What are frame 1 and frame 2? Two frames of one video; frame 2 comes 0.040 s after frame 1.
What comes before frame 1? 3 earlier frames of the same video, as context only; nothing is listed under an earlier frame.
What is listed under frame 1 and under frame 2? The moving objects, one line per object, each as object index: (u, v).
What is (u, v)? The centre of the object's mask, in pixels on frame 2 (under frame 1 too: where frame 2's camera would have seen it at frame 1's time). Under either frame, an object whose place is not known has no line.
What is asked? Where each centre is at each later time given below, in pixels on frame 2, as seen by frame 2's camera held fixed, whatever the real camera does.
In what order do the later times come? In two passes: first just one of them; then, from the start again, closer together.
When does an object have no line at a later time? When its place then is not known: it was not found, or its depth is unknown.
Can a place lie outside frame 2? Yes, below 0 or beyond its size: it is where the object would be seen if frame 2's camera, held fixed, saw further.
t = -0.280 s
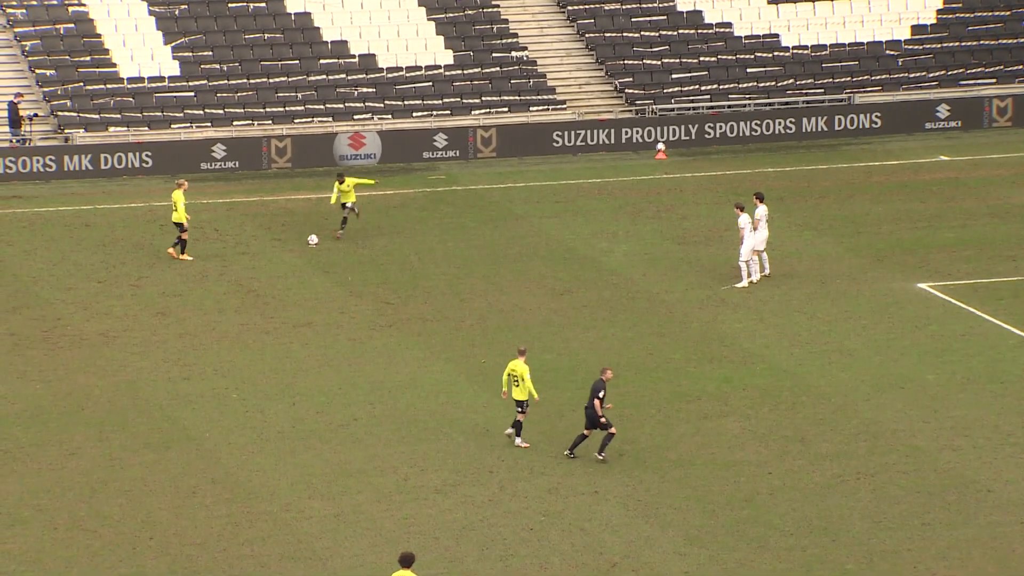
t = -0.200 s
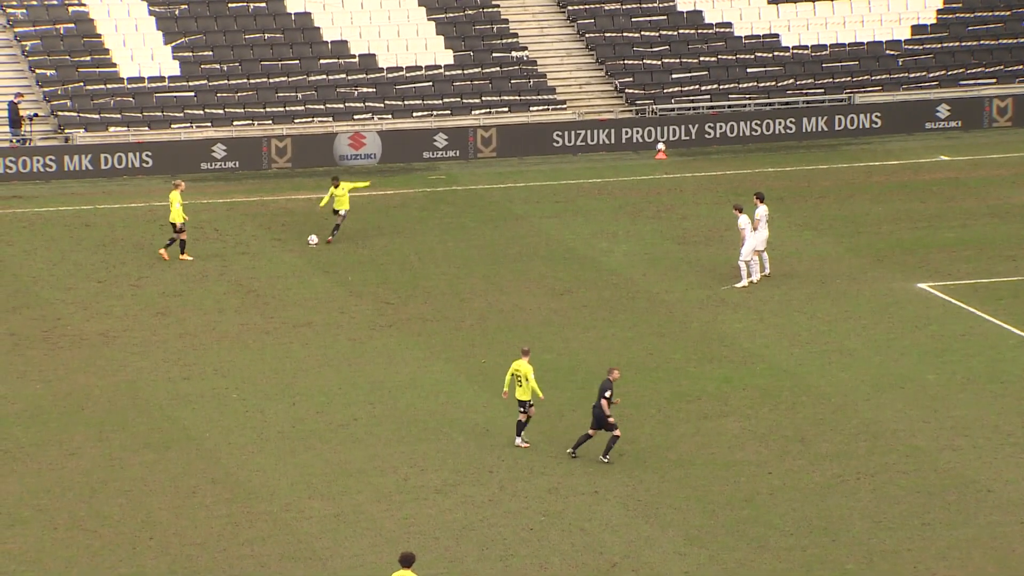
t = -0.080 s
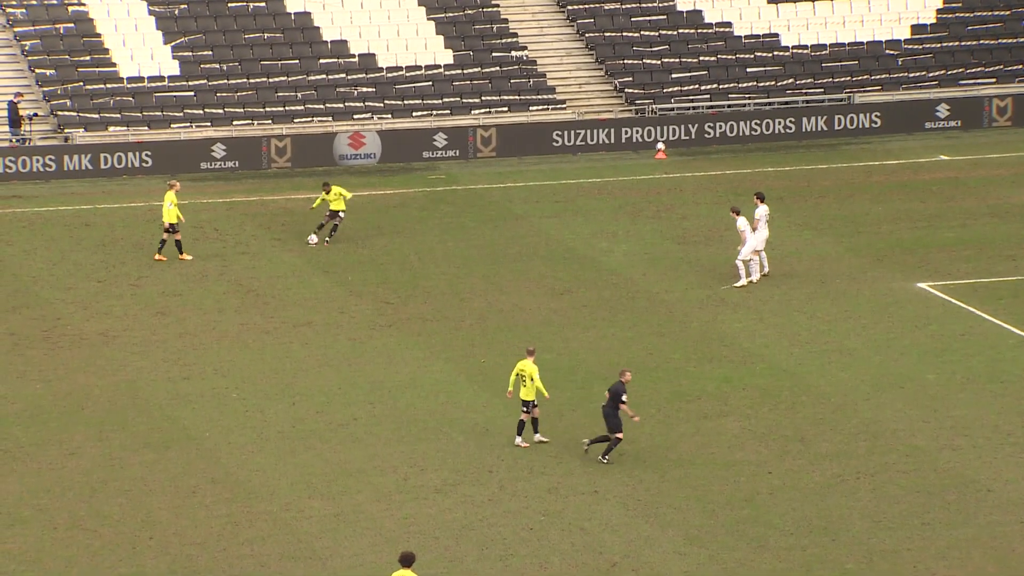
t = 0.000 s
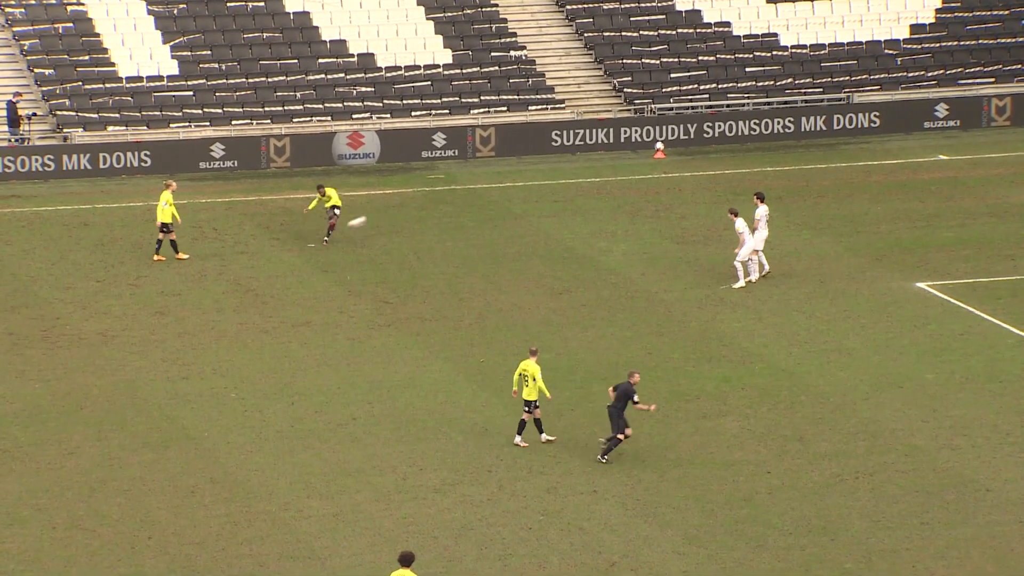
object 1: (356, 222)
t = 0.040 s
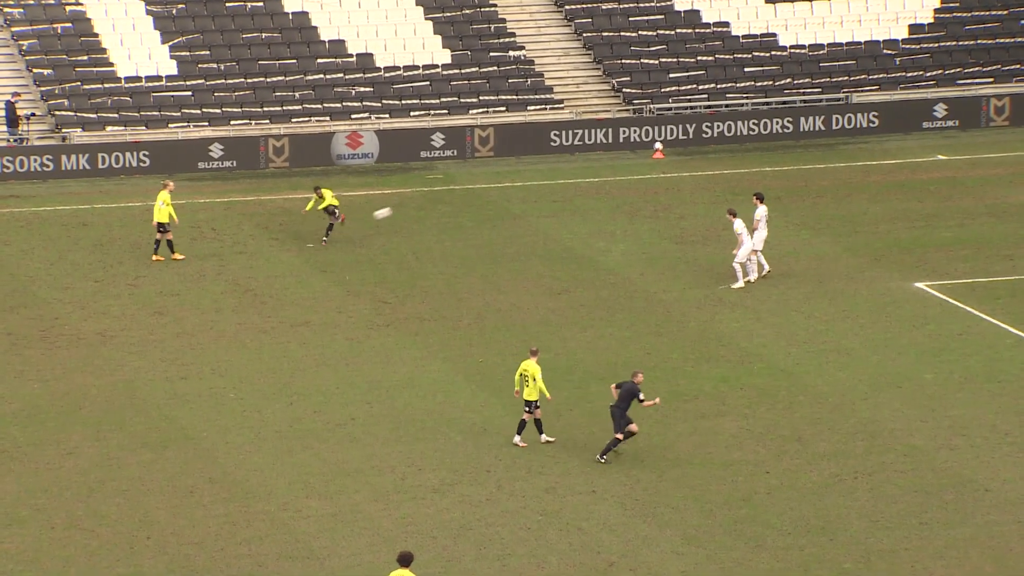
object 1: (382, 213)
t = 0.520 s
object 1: (740, 141)
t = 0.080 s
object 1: (409, 205)
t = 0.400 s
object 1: (644, 152)
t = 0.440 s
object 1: (676, 148)
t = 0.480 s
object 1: (708, 144)
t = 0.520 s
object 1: (740, 141)
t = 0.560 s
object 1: (774, 138)
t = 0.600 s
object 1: (808, 136)
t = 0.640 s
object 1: (843, 134)
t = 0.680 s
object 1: (877, 133)
